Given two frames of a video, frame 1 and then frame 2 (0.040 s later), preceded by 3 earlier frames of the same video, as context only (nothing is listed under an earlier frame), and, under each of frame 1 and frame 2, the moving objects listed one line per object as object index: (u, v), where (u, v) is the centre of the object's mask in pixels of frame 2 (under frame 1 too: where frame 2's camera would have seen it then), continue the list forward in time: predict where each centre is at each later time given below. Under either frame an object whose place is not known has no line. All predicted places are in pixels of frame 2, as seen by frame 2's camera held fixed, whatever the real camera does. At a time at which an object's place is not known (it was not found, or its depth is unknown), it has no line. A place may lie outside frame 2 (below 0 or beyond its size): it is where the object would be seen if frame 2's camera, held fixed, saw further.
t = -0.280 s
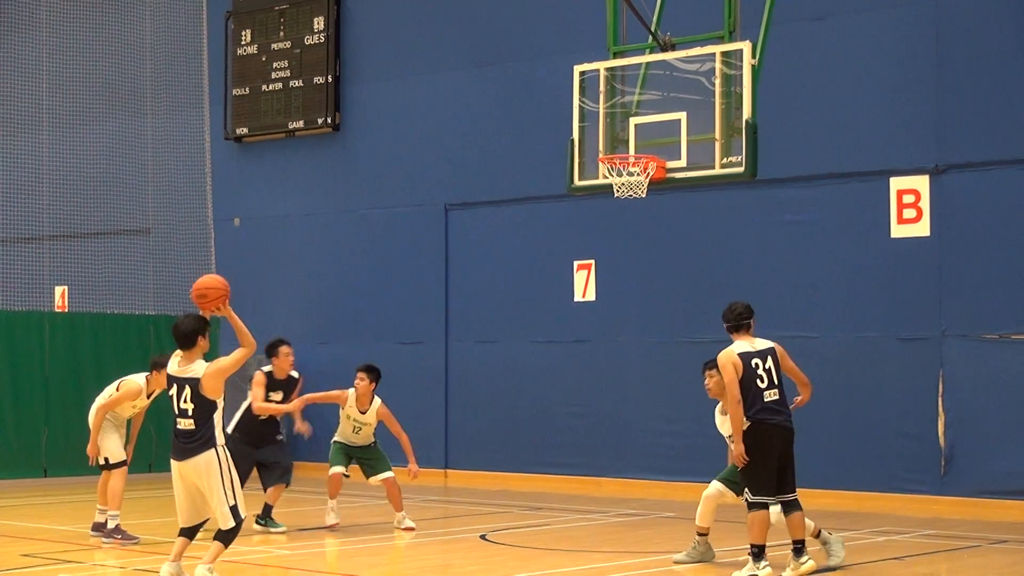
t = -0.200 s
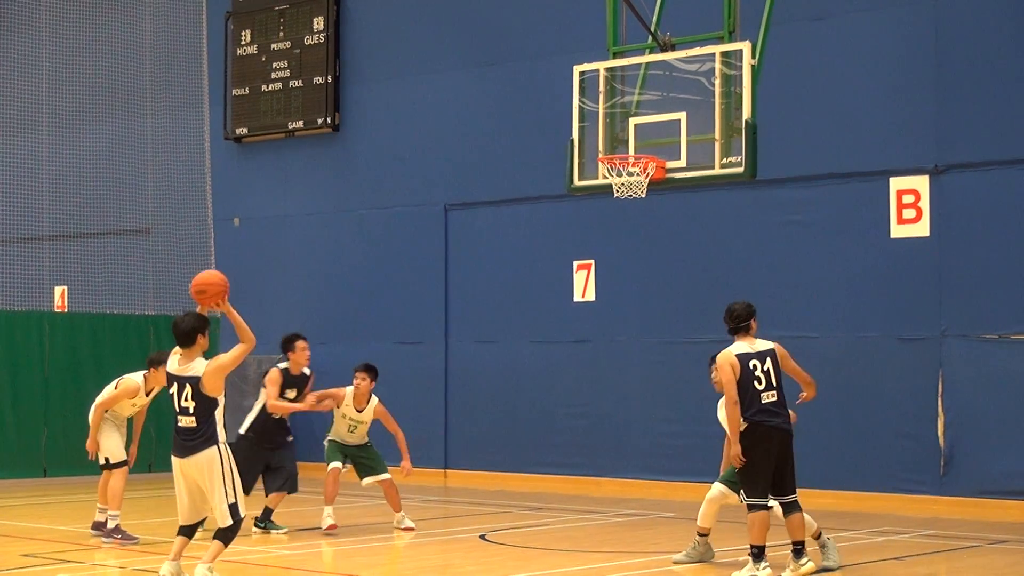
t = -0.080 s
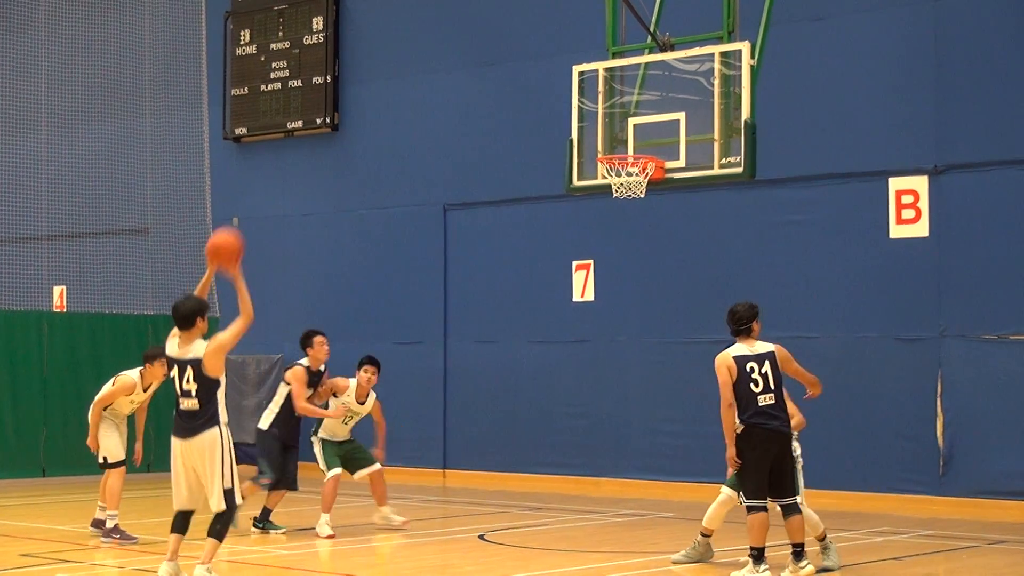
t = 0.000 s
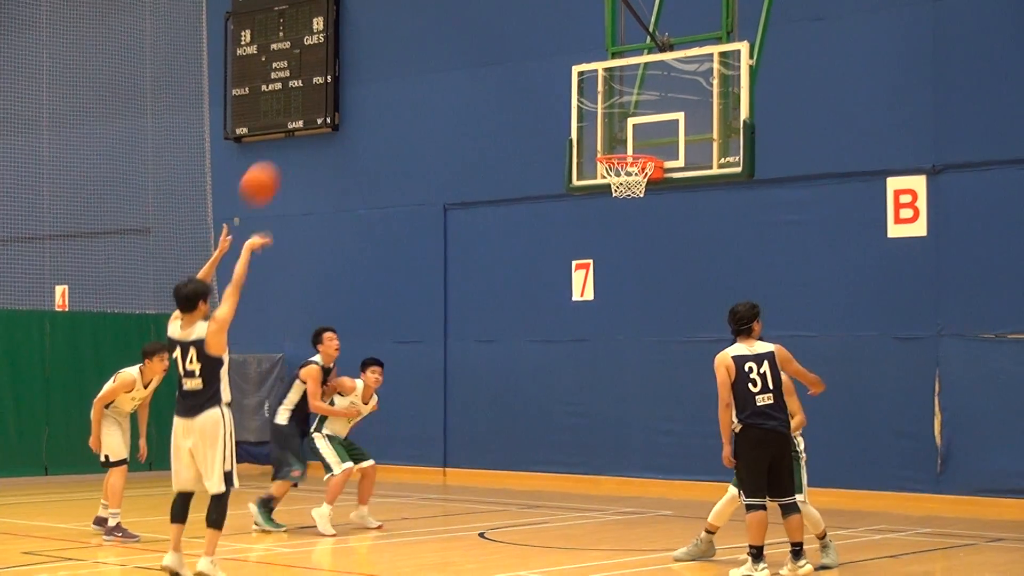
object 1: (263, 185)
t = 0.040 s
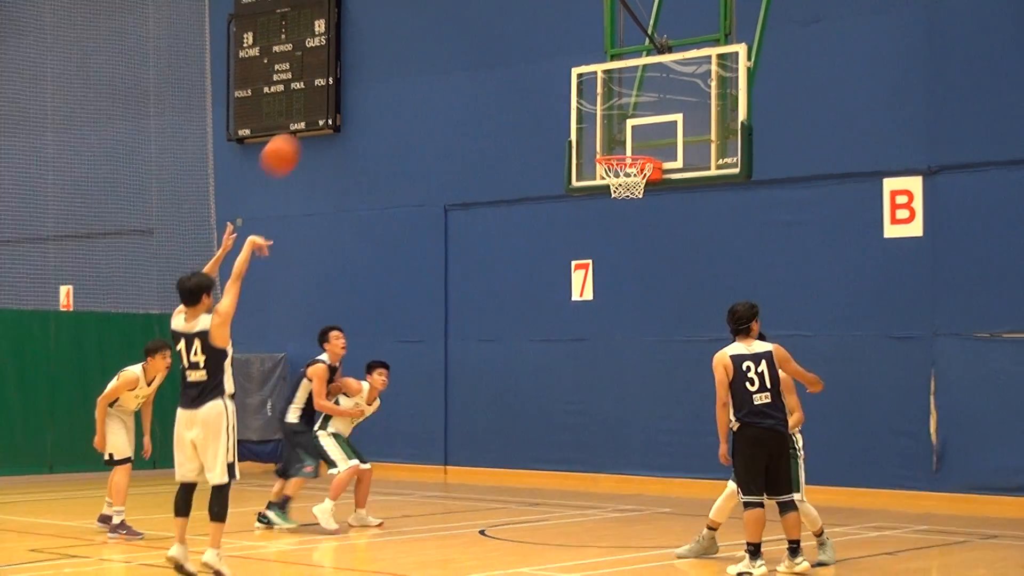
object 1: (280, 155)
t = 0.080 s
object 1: (298, 128)
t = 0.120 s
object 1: (318, 104)
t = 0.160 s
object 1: (334, 82)
